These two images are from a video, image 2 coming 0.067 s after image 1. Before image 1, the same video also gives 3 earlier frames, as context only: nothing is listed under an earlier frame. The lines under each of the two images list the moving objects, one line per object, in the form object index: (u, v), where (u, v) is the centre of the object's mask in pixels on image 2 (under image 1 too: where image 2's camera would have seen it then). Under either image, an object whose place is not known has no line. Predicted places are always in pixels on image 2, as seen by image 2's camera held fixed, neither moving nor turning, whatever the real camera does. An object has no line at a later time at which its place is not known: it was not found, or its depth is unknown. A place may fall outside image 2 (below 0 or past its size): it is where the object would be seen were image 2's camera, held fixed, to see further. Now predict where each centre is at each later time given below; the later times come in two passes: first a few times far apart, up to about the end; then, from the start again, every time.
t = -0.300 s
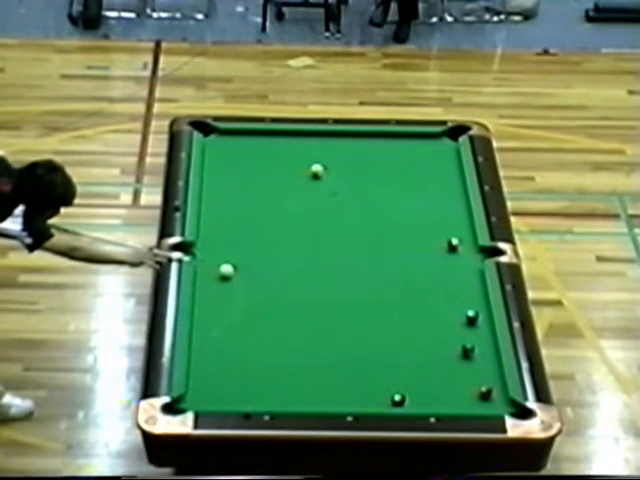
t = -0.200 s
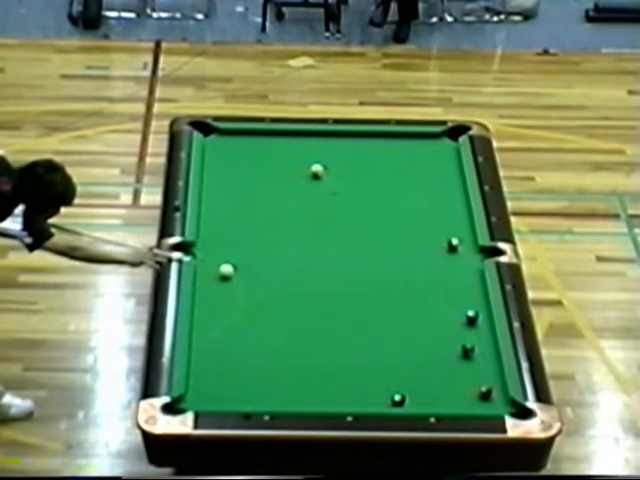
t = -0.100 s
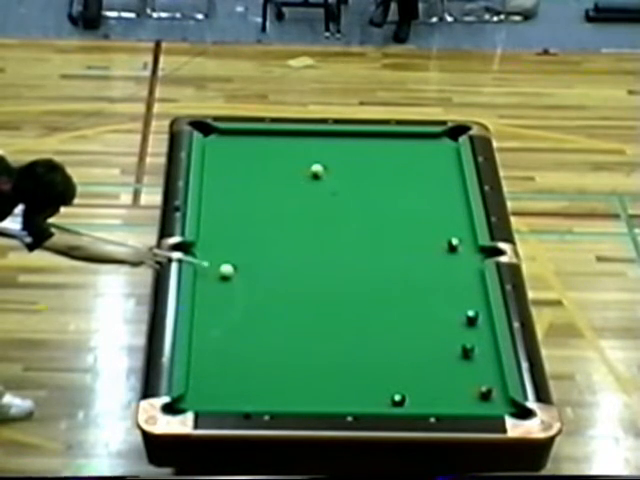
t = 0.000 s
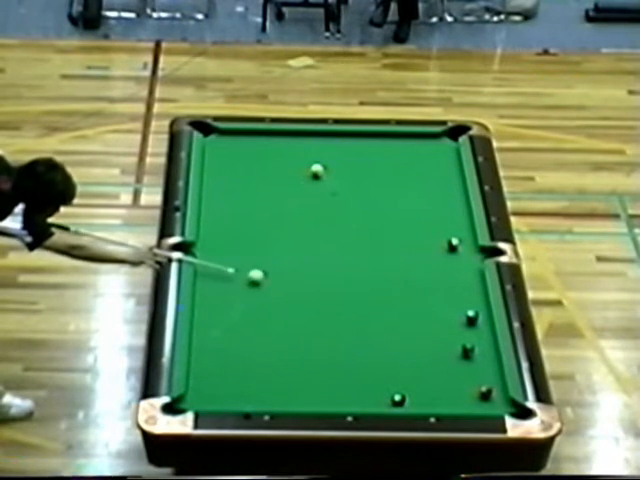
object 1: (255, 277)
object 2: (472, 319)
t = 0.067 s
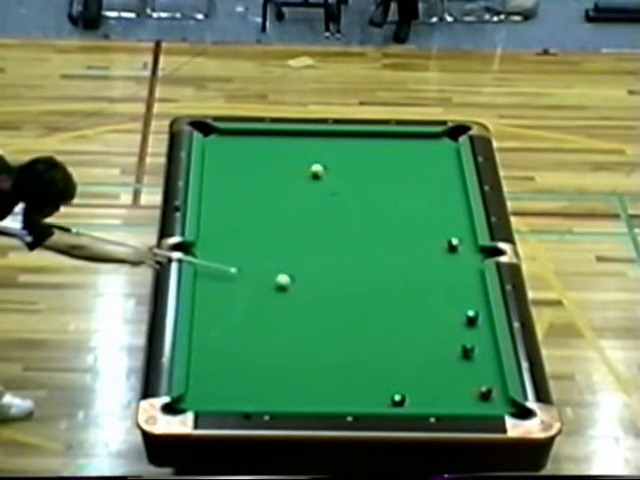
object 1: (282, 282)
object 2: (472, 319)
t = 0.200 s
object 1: (334, 292)
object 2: (472, 318)
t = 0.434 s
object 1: (425, 307)
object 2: (472, 319)
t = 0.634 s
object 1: (470, 310)
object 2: (477, 327)
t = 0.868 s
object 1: (474, 306)
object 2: (442, 338)
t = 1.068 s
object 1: (458, 302)
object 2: (414, 346)
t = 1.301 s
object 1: (439, 297)
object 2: (383, 354)
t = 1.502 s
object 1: (425, 294)
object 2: (355, 362)
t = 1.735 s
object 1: (409, 290)
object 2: (324, 371)
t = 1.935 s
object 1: (396, 286)
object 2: (297, 378)
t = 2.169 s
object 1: (381, 283)
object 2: (266, 387)
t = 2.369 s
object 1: (370, 280)
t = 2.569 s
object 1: (359, 278)
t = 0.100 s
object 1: (295, 284)
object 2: (472, 318)
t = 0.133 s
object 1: (308, 287)
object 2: (471, 319)
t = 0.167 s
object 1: (321, 289)
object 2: (471, 319)
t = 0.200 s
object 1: (334, 292)
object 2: (472, 318)
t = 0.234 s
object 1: (347, 294)
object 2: (472, 319)
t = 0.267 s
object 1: (360, 296)
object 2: (472, 319)
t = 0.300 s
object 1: (373, 298)
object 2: (472, 319)
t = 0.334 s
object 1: (385, 301)
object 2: (472, 319)
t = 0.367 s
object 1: (399, 303)
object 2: (472, 319)
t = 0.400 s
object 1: (412, 305)
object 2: (472, 318)
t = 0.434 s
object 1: (425, 307)
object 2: (472, 319)
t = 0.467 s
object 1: (438, 310)
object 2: (472, 318)
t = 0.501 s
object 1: (451, 312)
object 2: (472, 318)
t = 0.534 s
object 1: (461, 313)
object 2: (475, 320)
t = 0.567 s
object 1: (463, 312)
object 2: (485, 324)
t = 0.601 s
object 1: (466, 311)
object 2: (482, 325)
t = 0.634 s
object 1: (470, 310)
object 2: (477, 327)
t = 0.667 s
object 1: (474, 309)
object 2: (471, 329)
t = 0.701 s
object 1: (479, 309)
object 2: (467, 330)
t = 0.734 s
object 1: (484, 308)
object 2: (461, 331)
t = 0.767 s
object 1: (483, 308)
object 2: (457, 333)
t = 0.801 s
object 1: (480, 307)
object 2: (453, 334)
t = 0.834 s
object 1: (477, 306)
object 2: (447, 336)
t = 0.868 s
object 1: (474, 306)
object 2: (442, 338)
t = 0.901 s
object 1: (471, 305)
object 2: (438, 339)
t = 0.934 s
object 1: (468, 304)
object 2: (433, 339)
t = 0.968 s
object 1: (466, 304)
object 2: (429, 341)
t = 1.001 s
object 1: (463, 303)
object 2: (424, 342)
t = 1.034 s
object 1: (461, 302)
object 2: (419, 344)
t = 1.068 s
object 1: (458, 302)
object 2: (414, 346)
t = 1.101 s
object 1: (455, 301)
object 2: (410, 347)
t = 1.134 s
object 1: (452, 301)
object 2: (405, 348)
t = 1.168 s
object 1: (450, 300)
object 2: (401, 349)
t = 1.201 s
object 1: (447, 299)
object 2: (396, 350)
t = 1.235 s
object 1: (444, 298)
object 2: (392, 352)
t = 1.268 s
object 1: (442, 298)
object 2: (387, 353)
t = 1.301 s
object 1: (439, 297)
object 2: (383, 354)
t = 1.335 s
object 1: (437, 297)
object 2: (378, 355)
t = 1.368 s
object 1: (434, 296)
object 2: (374, 357)
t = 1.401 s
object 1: (432, 295)
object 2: (369, 358)
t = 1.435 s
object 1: (430, 295)
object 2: (364, 359)
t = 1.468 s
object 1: (428, 294)
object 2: (360, 361)
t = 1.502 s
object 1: (425, 294)
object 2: (355, 362)
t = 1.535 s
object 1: (423, 293)
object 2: (351, 363)
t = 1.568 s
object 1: (420, 293)
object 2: (346, 365)
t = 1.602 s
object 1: (418, 292)
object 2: (342, 365)
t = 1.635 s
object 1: (415, 291)
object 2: (337, 366)
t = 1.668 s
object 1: (413, 291)
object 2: (332, 368)
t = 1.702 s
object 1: (410, 290)
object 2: (328, 370)
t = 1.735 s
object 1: (409, 290)
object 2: (324, 371)
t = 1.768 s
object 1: (406, 289)
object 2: (319, 372)
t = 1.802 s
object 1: (404, 288)
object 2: (315, 373)
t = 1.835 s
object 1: (402, 288)
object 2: (311, 374)
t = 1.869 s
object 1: (400, 287)
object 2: (306, 375)
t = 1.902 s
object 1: (398, 287)
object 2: (301, 377)
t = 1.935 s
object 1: (396, 286)
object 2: (297, 378)
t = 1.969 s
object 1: (393, 286)
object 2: (293, 380)
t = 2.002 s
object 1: (391, 286)
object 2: (288, 381)
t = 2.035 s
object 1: (390, 285)
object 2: (284, 382)
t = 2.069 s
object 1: (387, 285)
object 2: (279, 384)
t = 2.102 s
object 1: (385, 284)
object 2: (275, 384)
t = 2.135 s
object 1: (383, 284)
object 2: (271, 385)
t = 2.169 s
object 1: (381, 283)
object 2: (266, 387)
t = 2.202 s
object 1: (379, 283)
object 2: (262, 389)
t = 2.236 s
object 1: (377, 282)
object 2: (257, 390)
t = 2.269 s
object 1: (376, 281)
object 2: (253, 391)
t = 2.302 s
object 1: (373, 281)
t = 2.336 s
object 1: (372, 281)
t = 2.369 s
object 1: (370, 280)
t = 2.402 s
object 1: (368, 280)
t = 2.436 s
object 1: (366, 279)
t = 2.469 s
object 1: (365, 279)
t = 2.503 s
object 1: (363, 278)
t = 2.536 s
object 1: (361, 278)
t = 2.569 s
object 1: (359, 278)
